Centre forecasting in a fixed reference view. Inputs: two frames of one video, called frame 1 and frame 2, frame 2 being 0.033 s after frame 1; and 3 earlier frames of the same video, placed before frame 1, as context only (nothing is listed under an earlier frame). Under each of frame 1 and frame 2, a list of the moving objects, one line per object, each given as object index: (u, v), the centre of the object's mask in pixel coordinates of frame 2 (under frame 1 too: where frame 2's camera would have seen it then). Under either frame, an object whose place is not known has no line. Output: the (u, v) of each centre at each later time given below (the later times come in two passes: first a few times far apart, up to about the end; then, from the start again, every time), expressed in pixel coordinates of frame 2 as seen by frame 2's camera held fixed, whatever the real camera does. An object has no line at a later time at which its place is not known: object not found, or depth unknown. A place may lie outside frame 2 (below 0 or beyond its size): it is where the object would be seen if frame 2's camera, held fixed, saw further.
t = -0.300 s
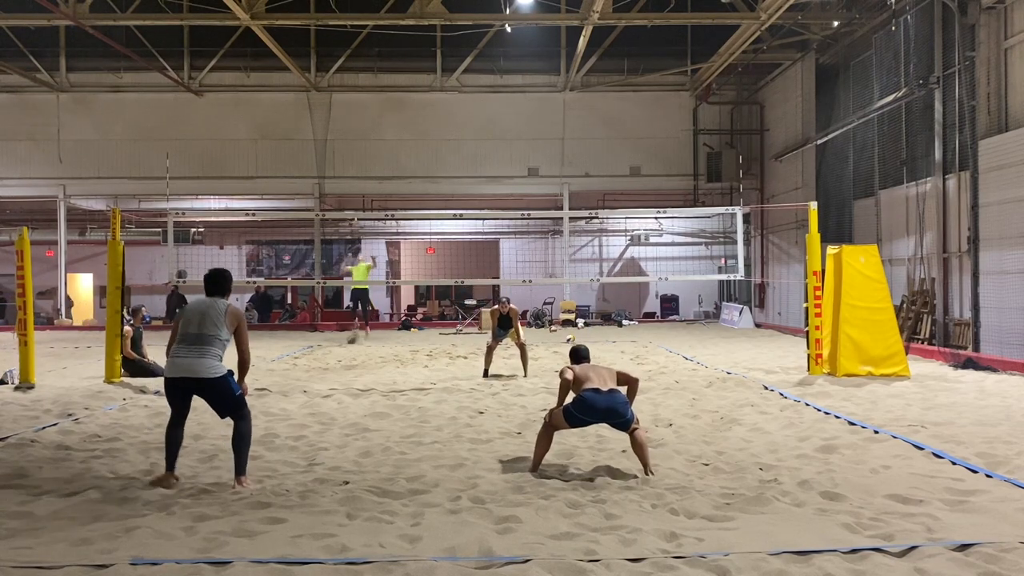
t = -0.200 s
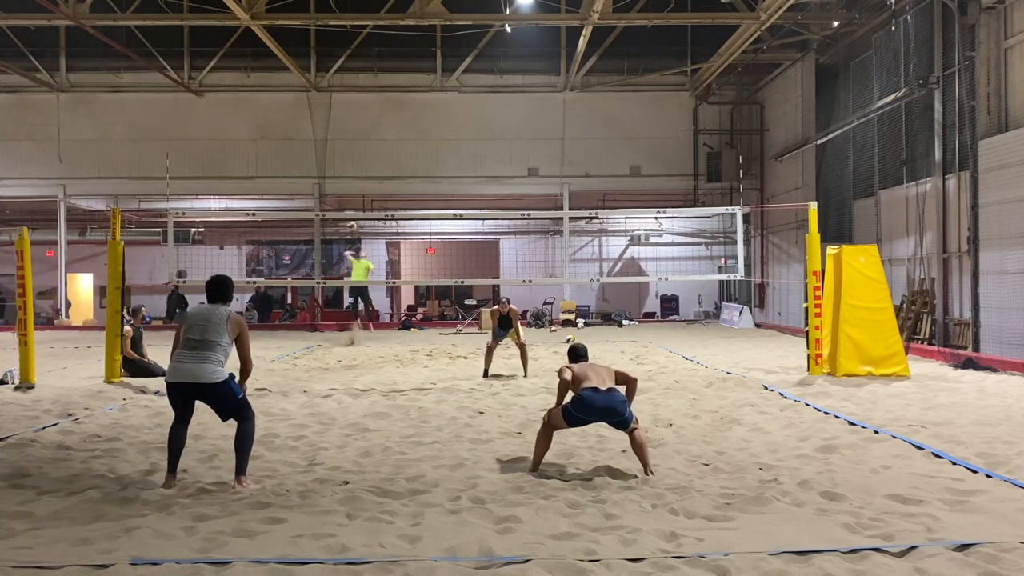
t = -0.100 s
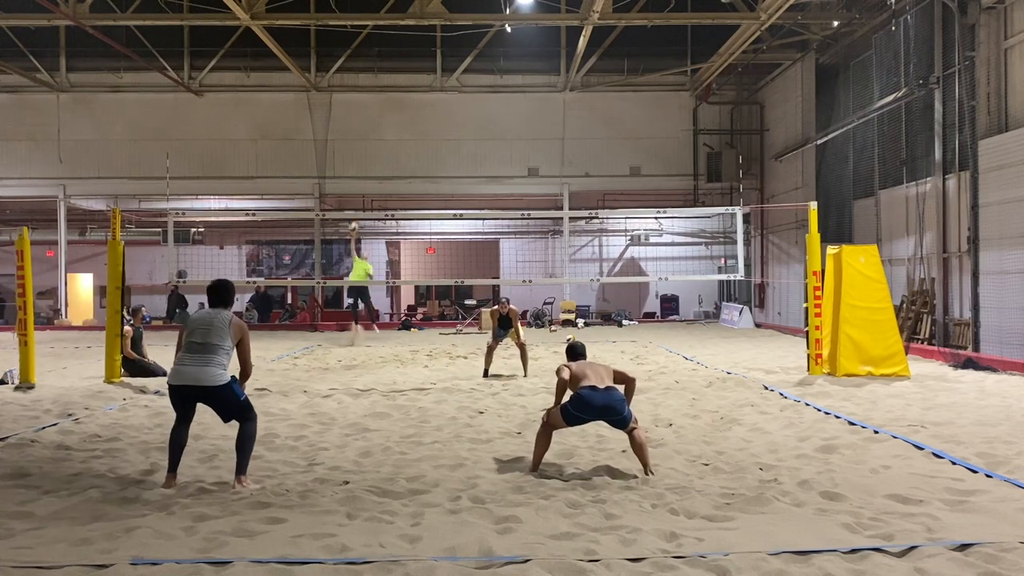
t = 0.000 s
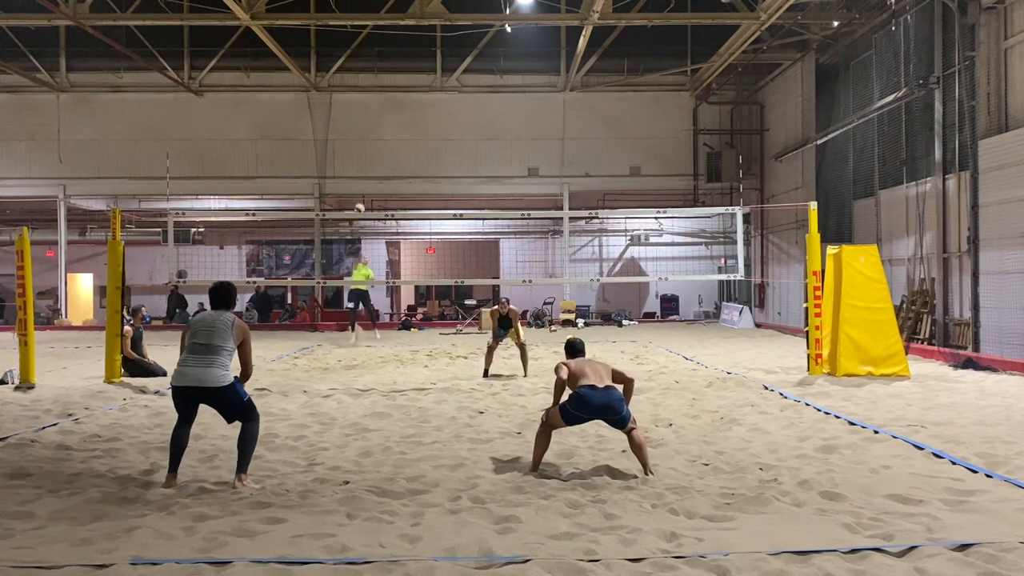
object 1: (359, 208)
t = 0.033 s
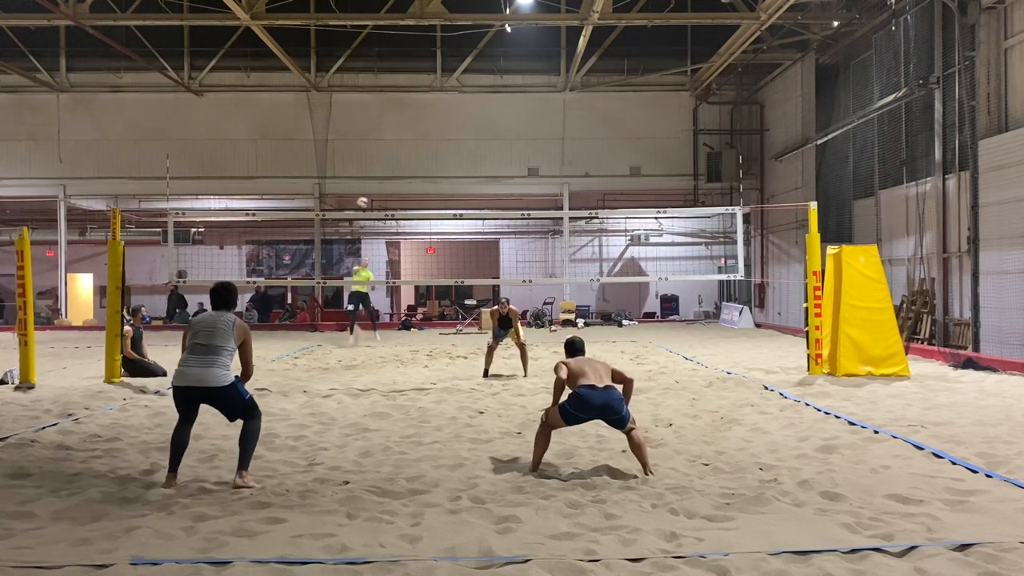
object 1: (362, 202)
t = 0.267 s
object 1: (382, 172)
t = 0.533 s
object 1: (415, 174)
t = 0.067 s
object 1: (364, 197)
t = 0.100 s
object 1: (367, 191)
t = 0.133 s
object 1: (369, 186)
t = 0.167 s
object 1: (372, 183)
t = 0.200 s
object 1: (375, 179)
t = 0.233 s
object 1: (378, 175)
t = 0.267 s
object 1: (382, 172)
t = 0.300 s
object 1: (386, 171)
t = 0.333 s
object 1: (389, 168)
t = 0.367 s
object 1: (393, 167)
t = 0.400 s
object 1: (397, 168)
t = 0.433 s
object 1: (401, 168)
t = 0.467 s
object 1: (405, 169)
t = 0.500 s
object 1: (410, 172)
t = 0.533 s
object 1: (415, 174)
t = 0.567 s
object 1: (421, 180)
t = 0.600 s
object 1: (426, 185)
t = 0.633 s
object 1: (433, 193)
